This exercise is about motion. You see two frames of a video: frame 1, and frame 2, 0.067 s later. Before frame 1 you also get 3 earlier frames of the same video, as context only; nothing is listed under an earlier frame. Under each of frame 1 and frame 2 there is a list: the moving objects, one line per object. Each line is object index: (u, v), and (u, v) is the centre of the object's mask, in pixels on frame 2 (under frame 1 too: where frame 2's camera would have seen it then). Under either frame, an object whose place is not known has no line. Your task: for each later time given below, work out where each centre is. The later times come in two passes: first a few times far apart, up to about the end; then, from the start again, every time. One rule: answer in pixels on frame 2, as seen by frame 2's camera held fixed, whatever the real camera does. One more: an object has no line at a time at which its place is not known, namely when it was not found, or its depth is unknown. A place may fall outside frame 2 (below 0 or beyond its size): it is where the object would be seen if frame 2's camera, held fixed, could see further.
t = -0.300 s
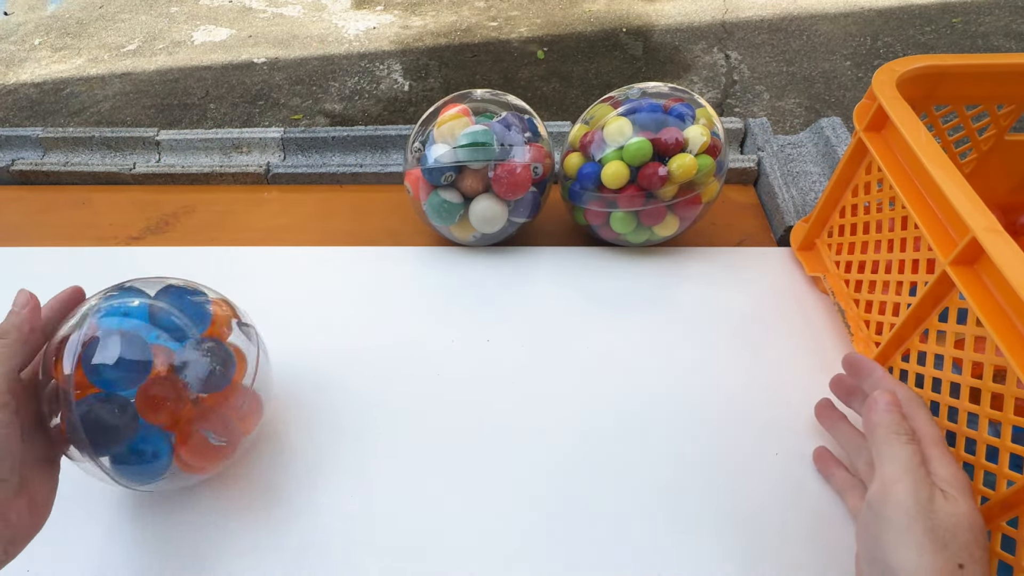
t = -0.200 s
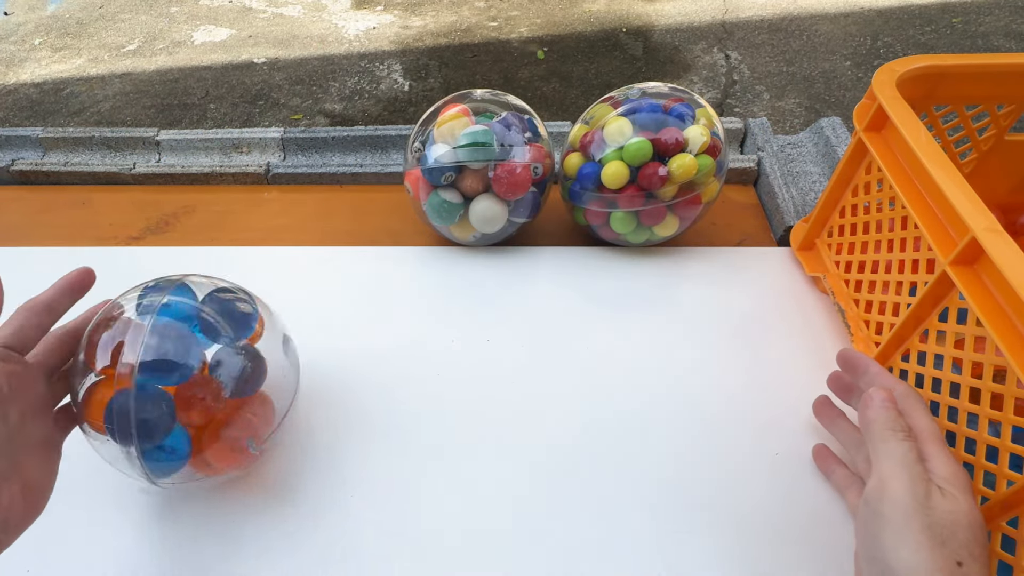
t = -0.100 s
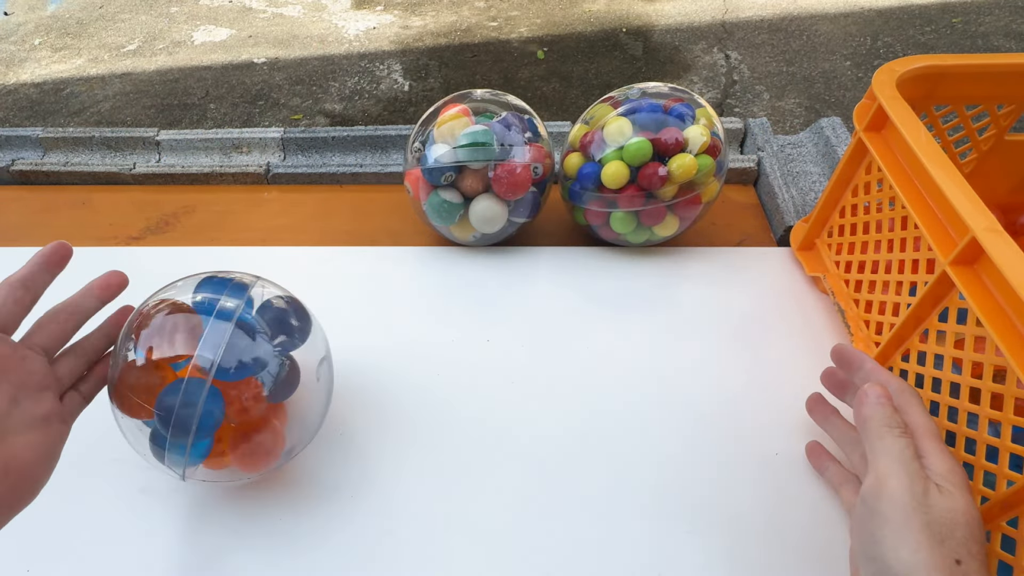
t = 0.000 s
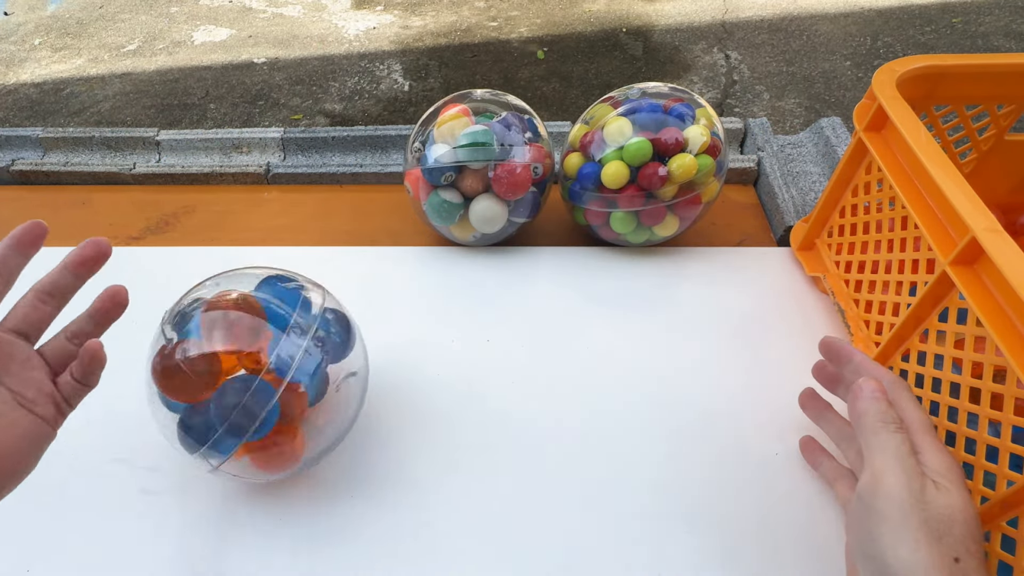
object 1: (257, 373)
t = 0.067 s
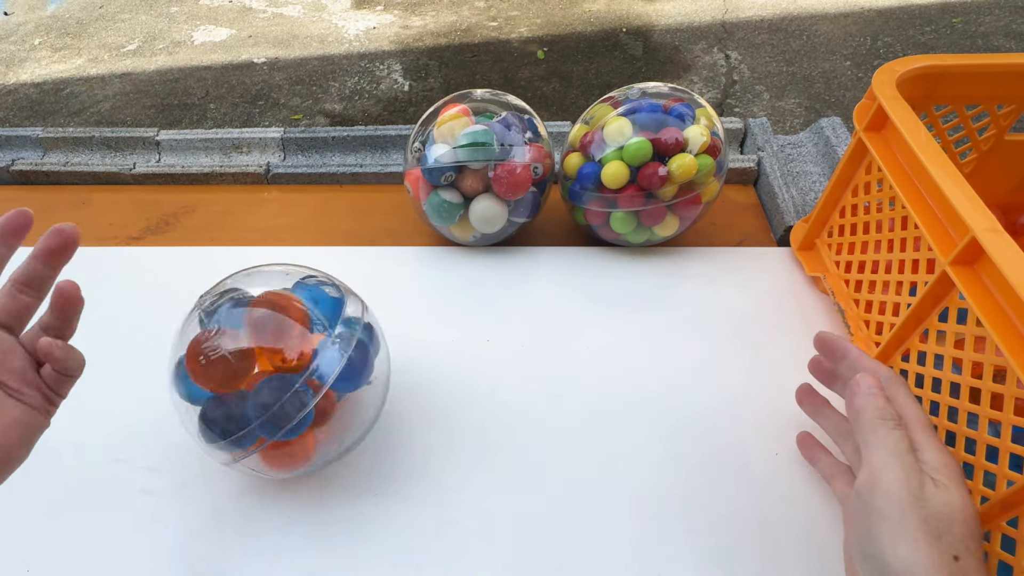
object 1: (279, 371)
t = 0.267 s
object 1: (347, 361)
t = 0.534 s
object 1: (431, 353)
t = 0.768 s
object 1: (488, 354)
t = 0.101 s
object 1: (290, 369)
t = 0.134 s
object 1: (302, 367)
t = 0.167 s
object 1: (313, 366)
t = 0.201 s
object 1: (324, 364)
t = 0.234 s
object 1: (336, 363)
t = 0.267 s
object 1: (347, 361)
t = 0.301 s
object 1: (358, 360)
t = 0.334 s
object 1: (369, 359)
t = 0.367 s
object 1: (381, 358)
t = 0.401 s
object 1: (391, 357)
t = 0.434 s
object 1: (401, 355)
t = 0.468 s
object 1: (412, 354)
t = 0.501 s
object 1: (421, 354)
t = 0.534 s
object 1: (431, 353)
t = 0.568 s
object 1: (440, 353)
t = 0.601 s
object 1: (450, 353)
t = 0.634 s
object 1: (458, 353)
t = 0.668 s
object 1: (466, 353)
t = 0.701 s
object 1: (473, 353)
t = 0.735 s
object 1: (480, 354)
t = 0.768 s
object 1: (488, 354)
